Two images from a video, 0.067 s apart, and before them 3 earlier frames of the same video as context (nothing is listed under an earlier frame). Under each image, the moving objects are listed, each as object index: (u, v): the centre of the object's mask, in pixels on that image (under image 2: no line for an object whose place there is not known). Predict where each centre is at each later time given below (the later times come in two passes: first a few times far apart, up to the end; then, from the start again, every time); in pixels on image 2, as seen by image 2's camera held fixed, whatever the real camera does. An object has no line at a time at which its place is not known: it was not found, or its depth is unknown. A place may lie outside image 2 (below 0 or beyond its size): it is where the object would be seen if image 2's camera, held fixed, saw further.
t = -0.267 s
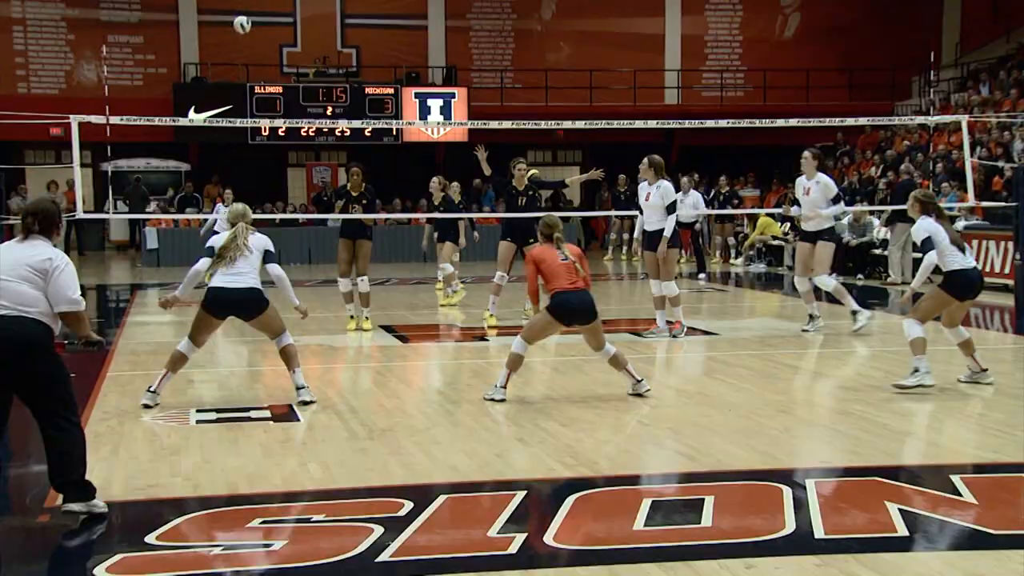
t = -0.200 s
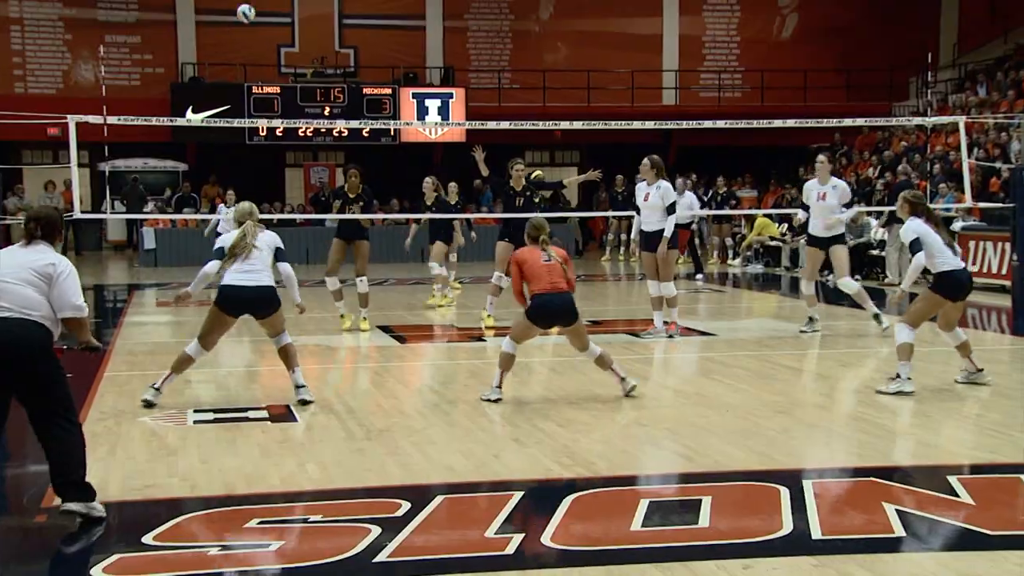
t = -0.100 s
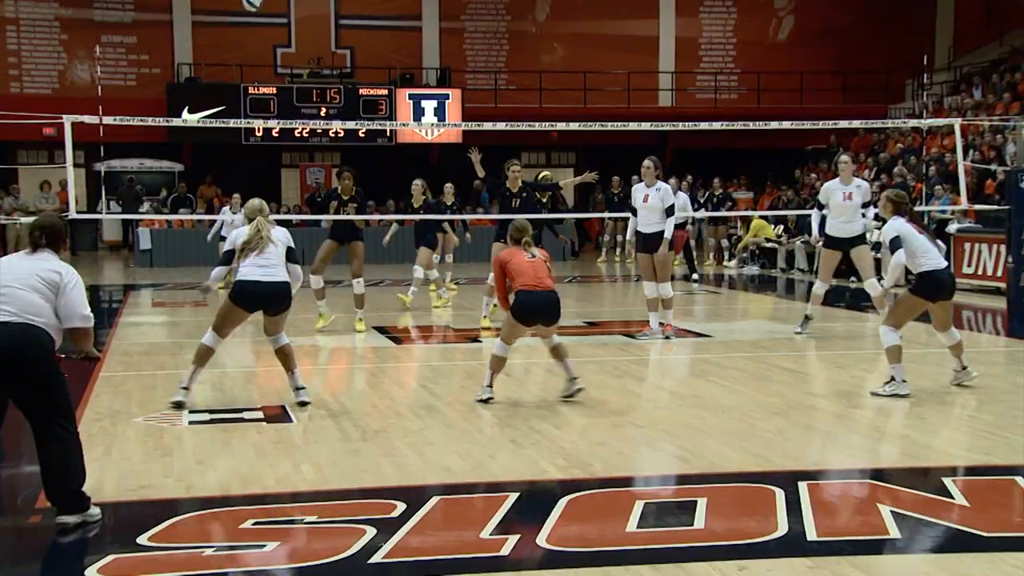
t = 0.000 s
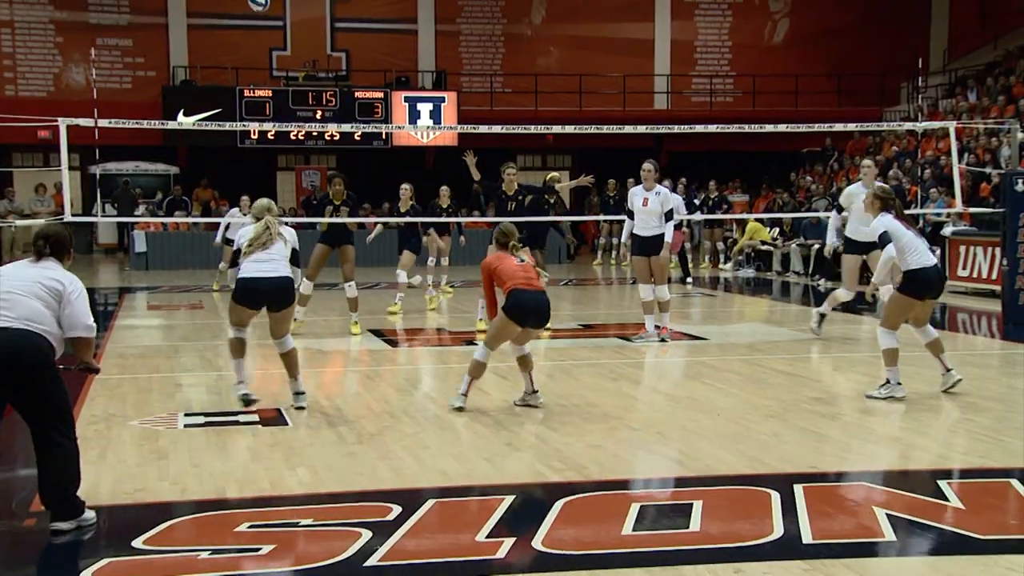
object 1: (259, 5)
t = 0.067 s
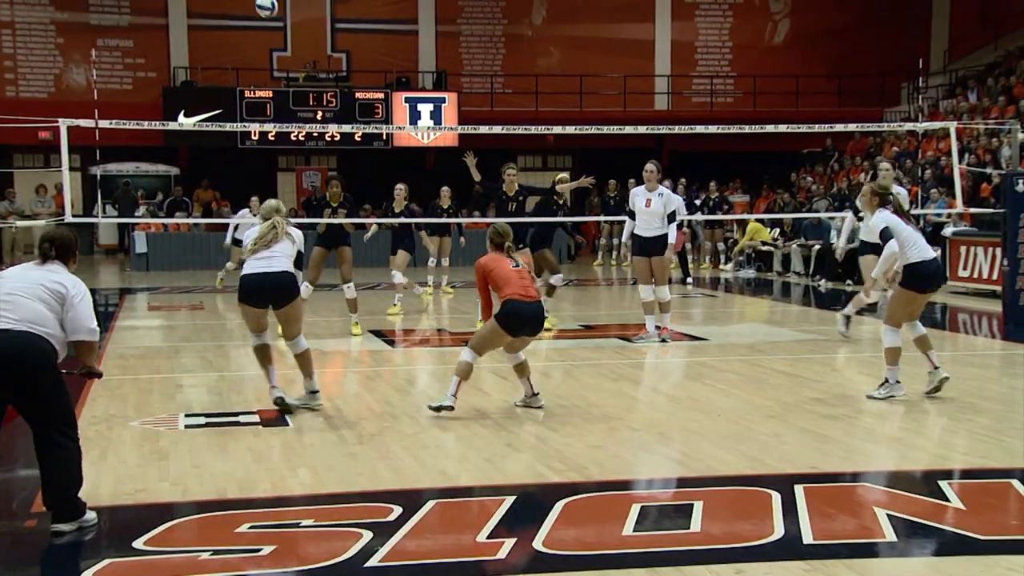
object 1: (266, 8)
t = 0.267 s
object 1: (293, 62)
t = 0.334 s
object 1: (303, 98)
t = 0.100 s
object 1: (270, 11)
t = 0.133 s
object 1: (274, 17)
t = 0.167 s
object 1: (279, 25)
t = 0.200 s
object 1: (283, 35)
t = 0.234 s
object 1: (288, 47)
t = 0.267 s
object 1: (293, 62)
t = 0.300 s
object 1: (297, 78)
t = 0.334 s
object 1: (303, 98)
